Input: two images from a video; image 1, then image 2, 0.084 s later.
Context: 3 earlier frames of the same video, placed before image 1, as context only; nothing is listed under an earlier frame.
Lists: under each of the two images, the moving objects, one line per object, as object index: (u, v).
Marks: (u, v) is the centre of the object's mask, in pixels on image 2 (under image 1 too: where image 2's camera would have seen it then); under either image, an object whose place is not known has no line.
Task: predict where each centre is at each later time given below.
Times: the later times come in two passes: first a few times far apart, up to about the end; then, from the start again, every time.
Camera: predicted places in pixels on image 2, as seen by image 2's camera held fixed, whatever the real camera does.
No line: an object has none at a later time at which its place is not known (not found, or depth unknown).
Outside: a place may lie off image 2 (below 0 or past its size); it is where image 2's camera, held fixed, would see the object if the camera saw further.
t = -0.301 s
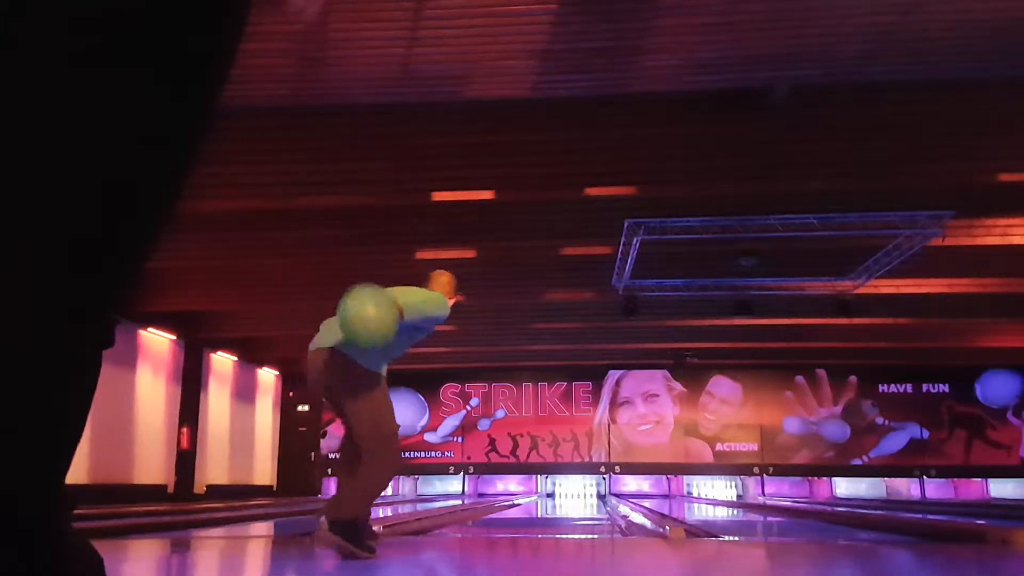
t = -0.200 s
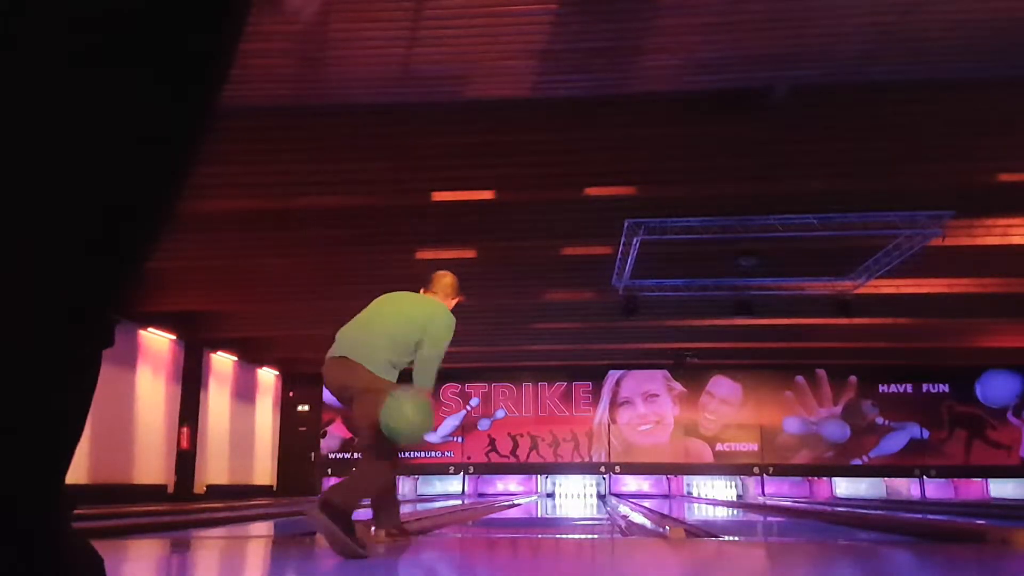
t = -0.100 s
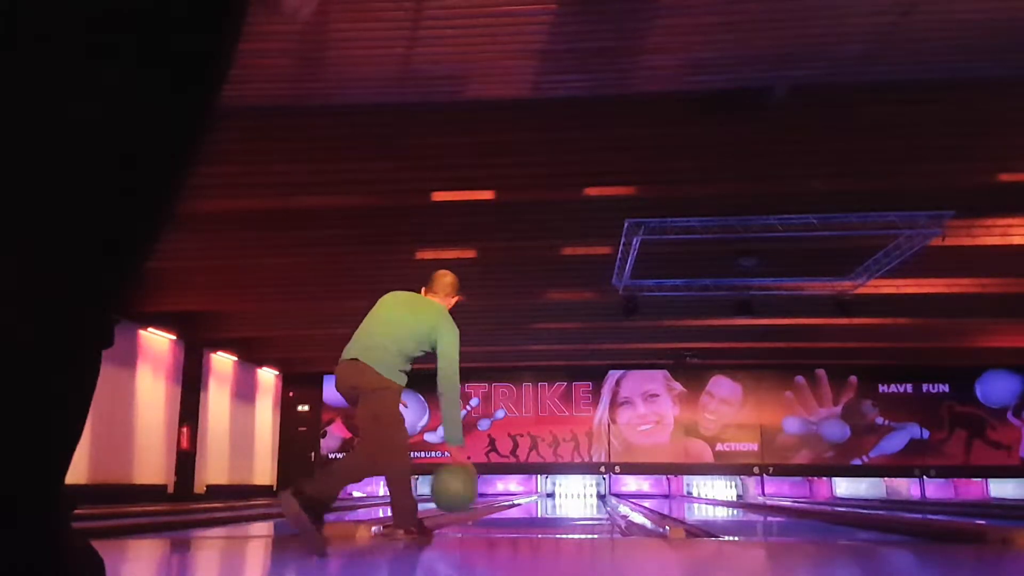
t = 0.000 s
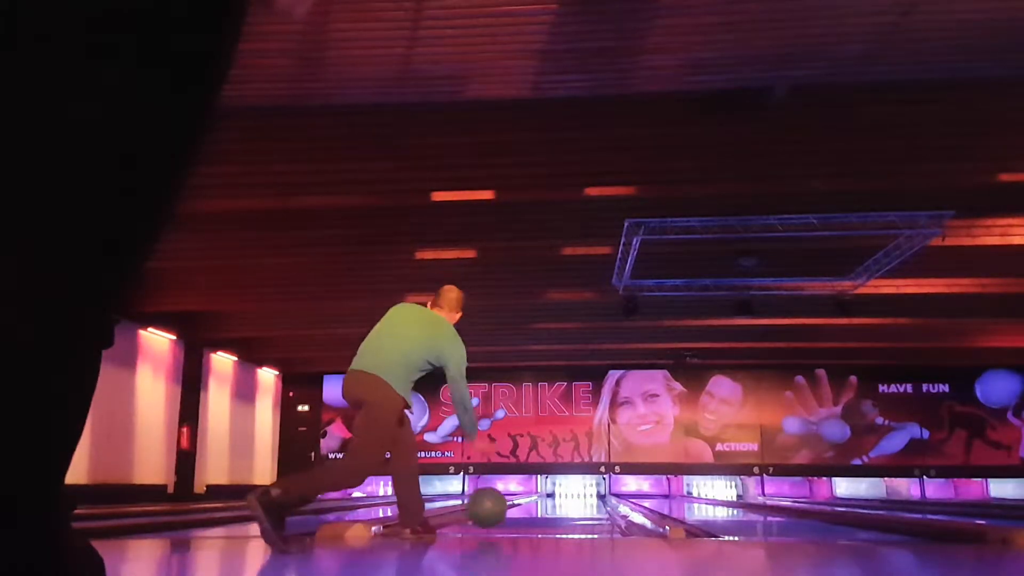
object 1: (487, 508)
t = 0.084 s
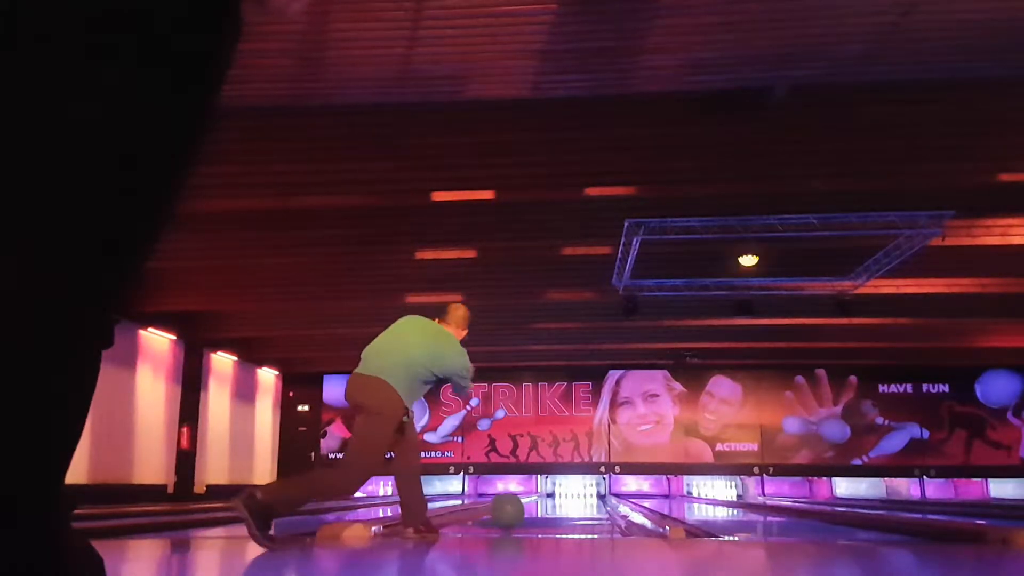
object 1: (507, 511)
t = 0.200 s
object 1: (527, 507)
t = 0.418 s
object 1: (552, 503)
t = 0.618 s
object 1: (568, 500)
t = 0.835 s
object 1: (579, 498)
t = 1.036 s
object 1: (587, 497)
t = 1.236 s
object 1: (592, 495)
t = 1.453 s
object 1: (597, 495)
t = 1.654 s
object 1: (600, 494)
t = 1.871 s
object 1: (604, 496)
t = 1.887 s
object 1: (604, 496)
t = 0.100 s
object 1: (510, 510)
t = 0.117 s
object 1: (513, 510)
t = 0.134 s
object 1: (516, 509)
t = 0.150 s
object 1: (519, 509)
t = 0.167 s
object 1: (522, 509)
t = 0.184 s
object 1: (524, 508)
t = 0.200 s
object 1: (527, 507)
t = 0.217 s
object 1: (529, 507)
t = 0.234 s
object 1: (532, 506)
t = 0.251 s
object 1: (534, 506)
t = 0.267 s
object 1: (536, 506)
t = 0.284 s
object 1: (538, 505)
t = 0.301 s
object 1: (540, 505)
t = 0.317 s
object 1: (542, 505)
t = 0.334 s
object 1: (544, 504)
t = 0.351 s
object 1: (546, 504)
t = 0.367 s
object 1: (548, 504)
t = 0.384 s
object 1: (549, 503)
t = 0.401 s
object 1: (551, 503)
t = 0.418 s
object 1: (552, 503)
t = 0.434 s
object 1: (554, 502)
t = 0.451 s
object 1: (555, 502)
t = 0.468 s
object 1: (556, 502)
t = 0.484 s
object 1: (558, 502)
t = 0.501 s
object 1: (559, 502)
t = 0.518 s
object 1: (561, 501)
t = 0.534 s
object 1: (562, 501)
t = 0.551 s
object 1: (563, 501)
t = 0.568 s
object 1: (564, 501)
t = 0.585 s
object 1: (566, 501)
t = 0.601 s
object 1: (567, 501)
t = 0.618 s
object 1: (568, 500)
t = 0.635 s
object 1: (569, 500)
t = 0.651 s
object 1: (570, 500)
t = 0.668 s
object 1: (571, 500)
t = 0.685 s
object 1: (572, 500)
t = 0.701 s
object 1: (573, 500)
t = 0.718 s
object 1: (573, 500)
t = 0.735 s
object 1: (575, 499)
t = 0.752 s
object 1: (576, 499)
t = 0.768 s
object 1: (576, 499)
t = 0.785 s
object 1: (577, 499)
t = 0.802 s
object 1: (578, 499)
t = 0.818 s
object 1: (579, 499)
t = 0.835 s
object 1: (579, 498)
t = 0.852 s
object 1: (580, 498)
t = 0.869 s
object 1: (581, 498)
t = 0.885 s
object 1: (581, 498)
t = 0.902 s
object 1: (582, 498)
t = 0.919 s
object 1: (583, 498)
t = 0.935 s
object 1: (584, 498)
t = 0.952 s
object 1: (584, 497)
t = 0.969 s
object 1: (585, 497)
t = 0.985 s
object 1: (585, 497)
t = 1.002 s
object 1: (586, 497)
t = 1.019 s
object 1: (586, 497)
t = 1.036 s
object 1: (587, 497)
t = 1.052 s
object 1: (588, 497)
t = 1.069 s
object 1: (588, 497)
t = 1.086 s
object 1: (589, 496)
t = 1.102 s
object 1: (589, 496)
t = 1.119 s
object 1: (590, 496)
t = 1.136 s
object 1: (590, 496)
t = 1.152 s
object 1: (591, 496)
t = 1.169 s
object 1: (591, 496)
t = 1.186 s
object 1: (592, 496)
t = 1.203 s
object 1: (592, 496)
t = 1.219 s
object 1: (592, 495)
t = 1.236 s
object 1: (592, 495)
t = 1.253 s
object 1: (593, 495)
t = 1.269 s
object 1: (593, 495)
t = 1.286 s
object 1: (593, 495)
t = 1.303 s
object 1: (594, 495)
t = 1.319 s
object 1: (594, 495)
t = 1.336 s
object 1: (595, 495)
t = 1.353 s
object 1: (595, 495)
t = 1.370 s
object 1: (595, 495)
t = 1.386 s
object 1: (596, 495)
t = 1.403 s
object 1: (596, 495)
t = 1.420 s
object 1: (596, 495)
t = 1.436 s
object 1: (597, 495)
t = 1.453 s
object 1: (597, 495)
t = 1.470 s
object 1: (597, 495)
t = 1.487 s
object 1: (597, 495)
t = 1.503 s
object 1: (598, 494)
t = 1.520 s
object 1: (597, 494)
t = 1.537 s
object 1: (598, 494)
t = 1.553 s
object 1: (598, 494)
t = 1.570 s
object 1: (598, 494)
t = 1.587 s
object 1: (599, 494)
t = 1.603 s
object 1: (599, 494)
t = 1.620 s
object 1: (599, 494)
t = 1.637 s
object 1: (600, 494)
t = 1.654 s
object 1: (600, 494)
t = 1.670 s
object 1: (600, 494)
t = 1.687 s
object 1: (600, 494)
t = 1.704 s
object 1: (600, 494)
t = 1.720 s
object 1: (601, 494)
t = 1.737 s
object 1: (601, 494)
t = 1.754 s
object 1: (601, 494)
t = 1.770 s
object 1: (601, 494)
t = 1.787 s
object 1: (601, 494)
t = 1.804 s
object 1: (601, 494)
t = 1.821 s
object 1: (602, 495)
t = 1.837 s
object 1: (602, 495)
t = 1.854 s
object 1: (603, 495)
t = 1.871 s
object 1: (604, 496)
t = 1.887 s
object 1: (604, 496)
